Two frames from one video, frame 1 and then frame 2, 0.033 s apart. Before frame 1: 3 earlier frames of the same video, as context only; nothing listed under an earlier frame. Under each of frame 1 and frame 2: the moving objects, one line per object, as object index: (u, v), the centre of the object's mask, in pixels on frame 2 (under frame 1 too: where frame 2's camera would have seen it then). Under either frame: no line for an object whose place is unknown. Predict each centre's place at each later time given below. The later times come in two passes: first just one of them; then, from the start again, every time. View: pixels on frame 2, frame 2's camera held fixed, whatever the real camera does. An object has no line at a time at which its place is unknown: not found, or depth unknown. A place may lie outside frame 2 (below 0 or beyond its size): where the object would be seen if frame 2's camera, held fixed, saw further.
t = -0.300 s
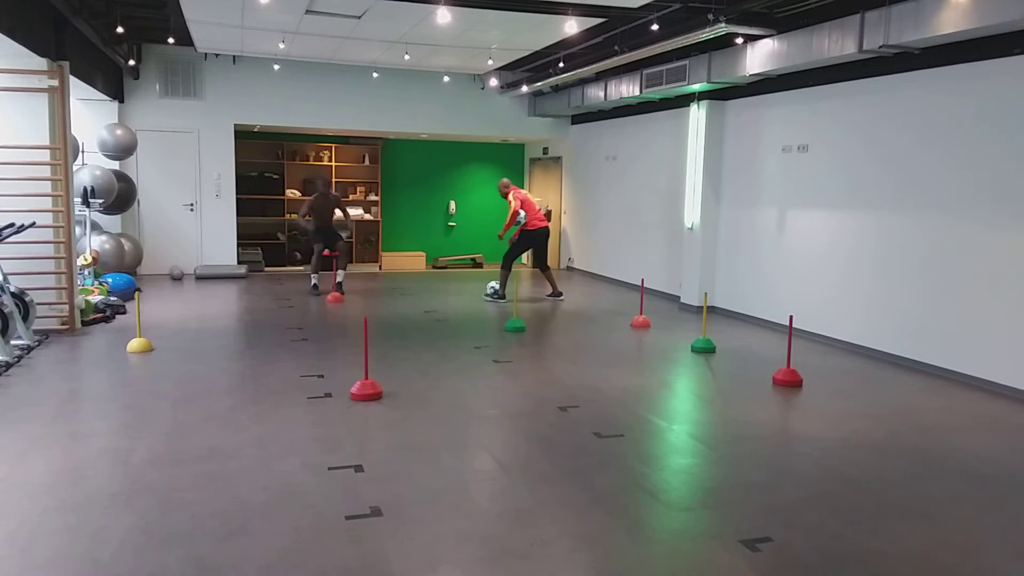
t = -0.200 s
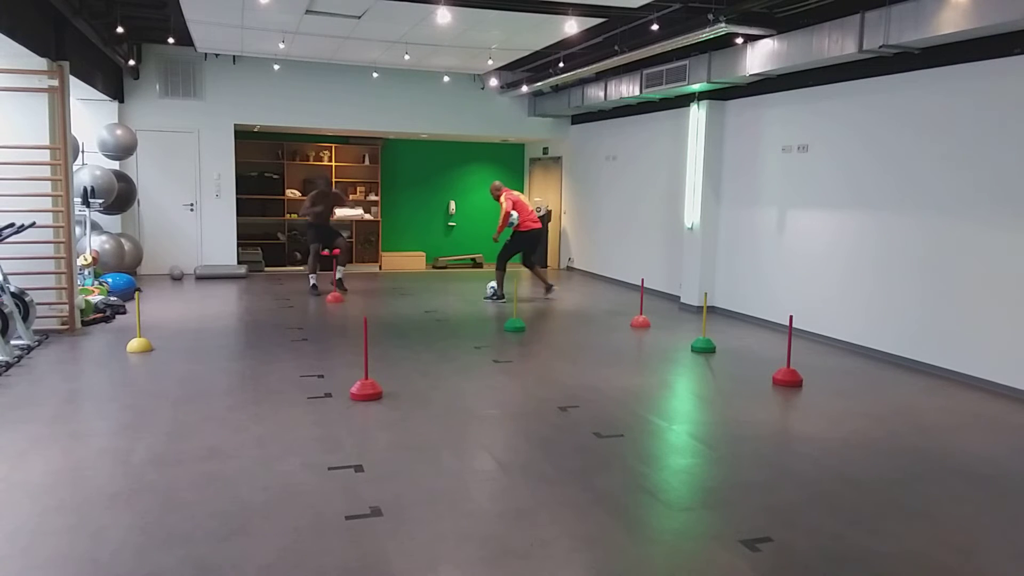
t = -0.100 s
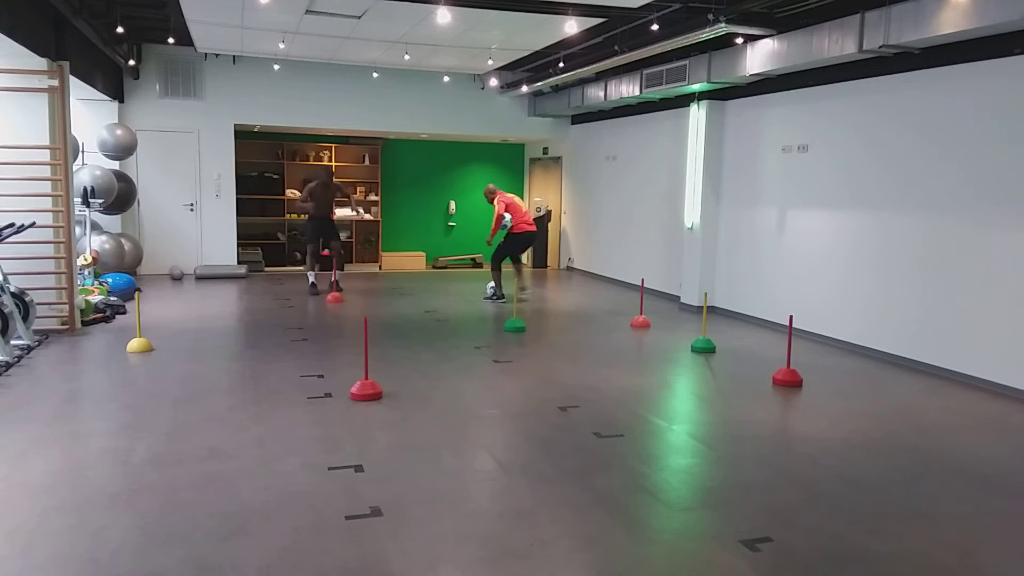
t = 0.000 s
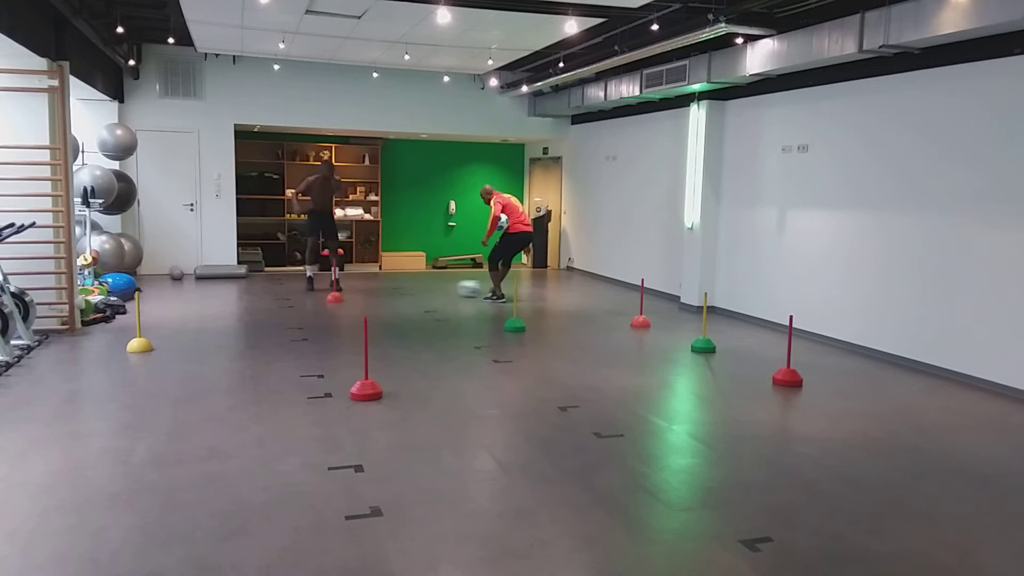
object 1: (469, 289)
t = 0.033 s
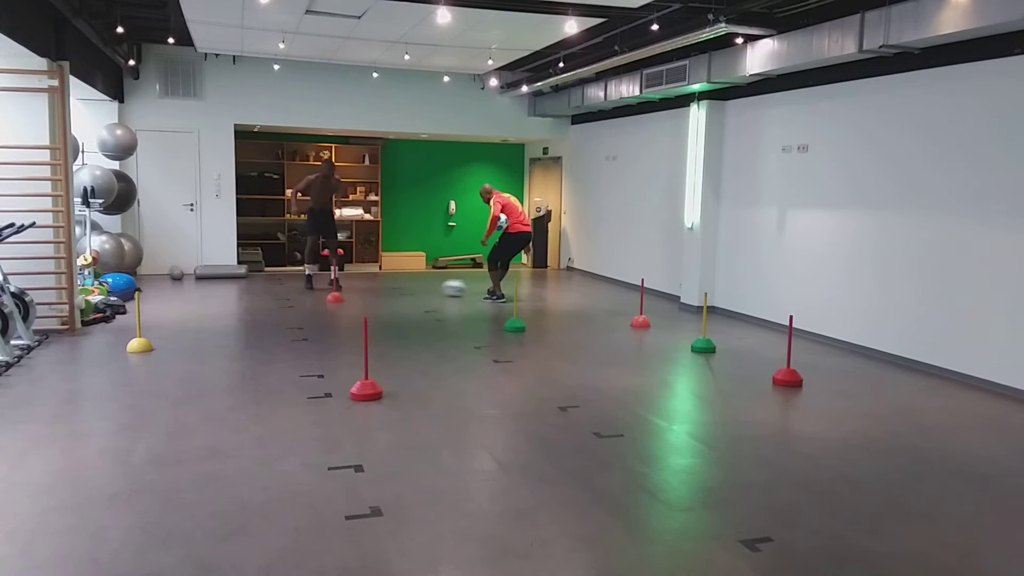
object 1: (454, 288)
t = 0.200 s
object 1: (388, 285)
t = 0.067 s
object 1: (440, 288)
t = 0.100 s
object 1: (426, 287)
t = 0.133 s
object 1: (413, 287)
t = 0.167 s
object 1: (400, 286)
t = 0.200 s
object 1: (388, 285)
